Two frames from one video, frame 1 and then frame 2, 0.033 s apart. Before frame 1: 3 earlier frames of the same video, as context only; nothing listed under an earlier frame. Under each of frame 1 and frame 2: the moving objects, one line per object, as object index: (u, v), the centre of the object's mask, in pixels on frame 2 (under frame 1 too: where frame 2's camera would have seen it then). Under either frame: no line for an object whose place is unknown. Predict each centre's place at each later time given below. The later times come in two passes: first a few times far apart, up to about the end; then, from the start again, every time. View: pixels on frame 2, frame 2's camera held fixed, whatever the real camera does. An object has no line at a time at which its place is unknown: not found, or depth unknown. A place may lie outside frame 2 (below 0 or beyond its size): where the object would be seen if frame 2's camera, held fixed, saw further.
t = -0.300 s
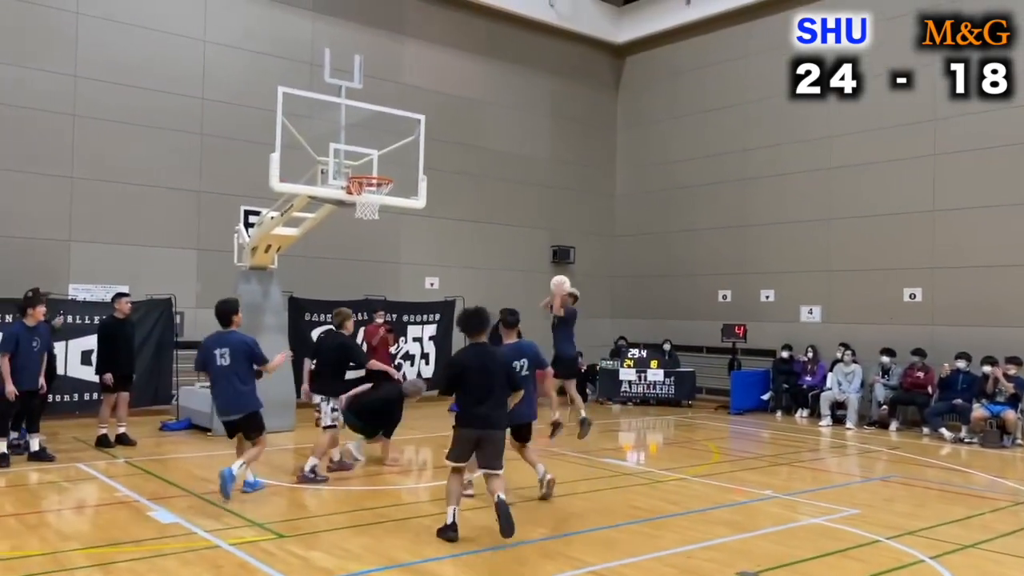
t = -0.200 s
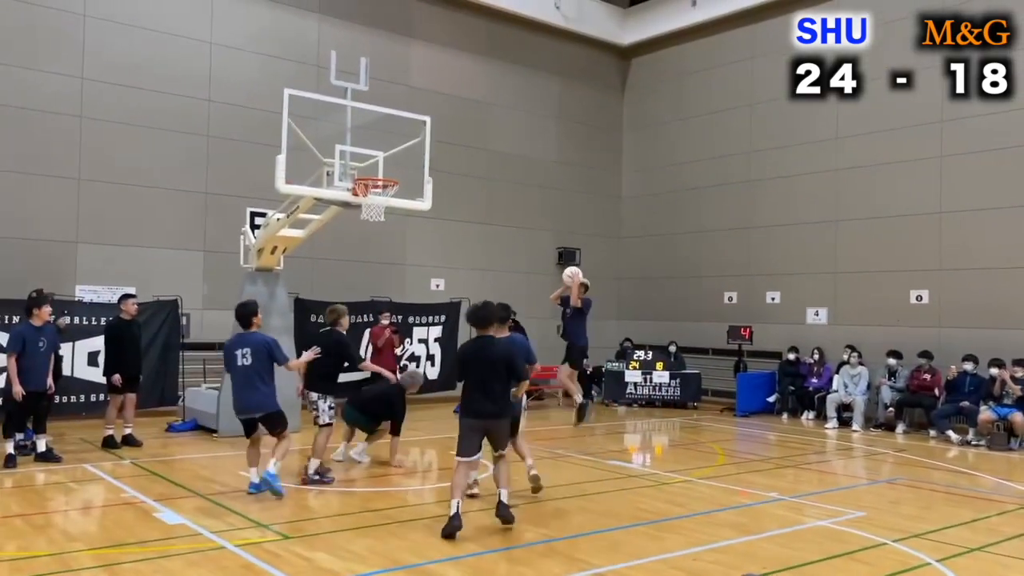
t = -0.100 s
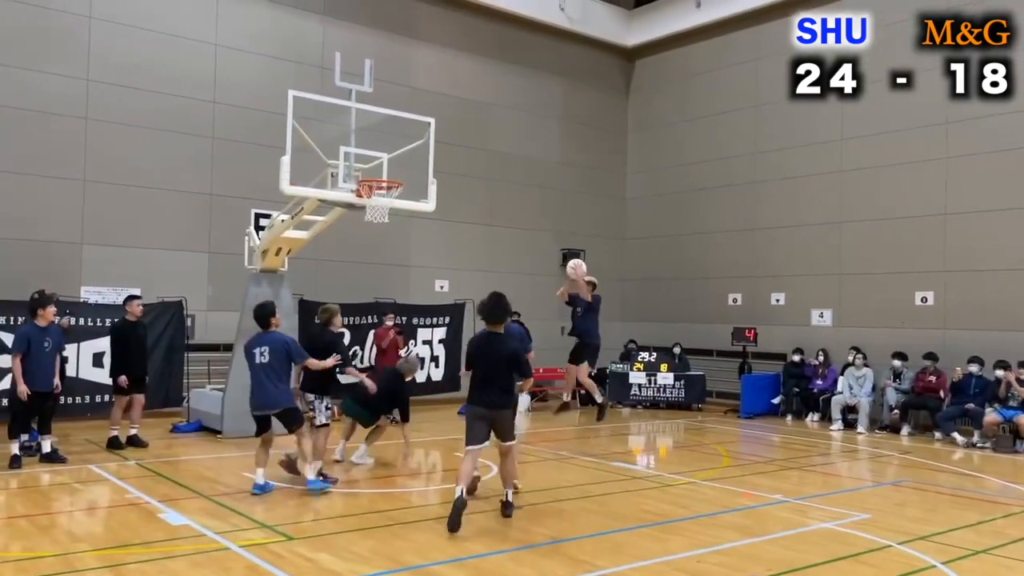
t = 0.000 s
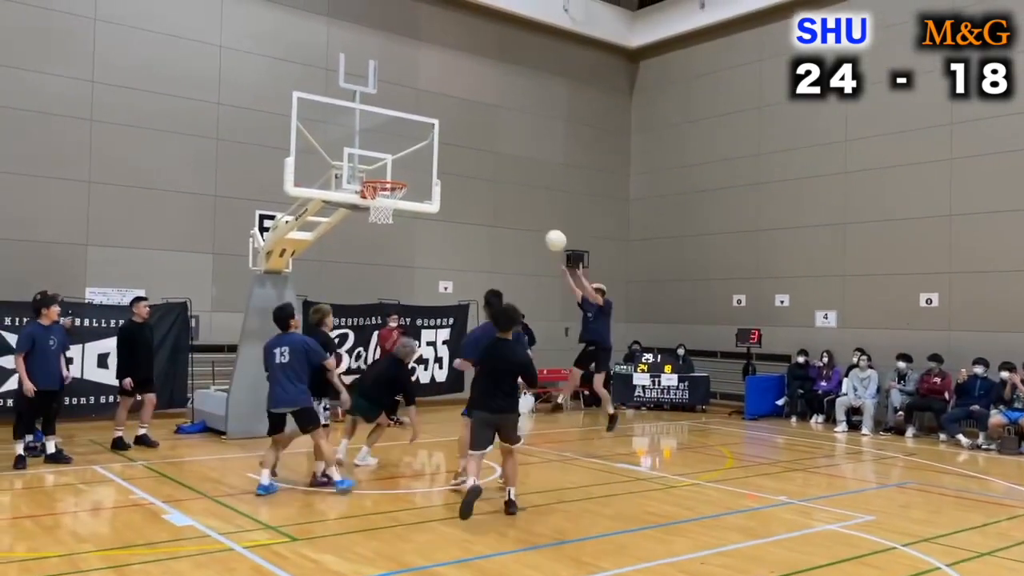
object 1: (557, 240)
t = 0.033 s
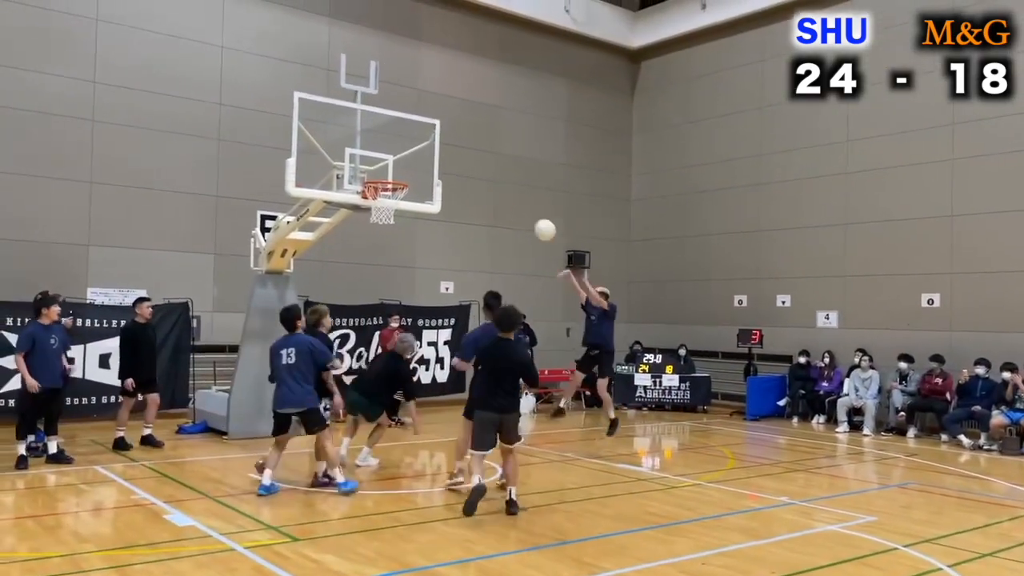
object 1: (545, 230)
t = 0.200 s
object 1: (484, 189)
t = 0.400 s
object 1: (425, 169)
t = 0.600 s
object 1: (415, 173)
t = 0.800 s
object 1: (435, 164)
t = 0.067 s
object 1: (533, 220)
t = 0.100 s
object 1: (521, 211)
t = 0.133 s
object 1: (509, 202)
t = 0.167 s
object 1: (497, 195)
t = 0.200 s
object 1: (484, 189)
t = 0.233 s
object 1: (472, 183)
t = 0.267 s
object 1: (460, 178)
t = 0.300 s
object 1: (448, 174)
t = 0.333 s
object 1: (435, 171)
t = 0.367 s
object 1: (427, 170)
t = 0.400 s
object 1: (425, 169)
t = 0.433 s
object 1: (422, 169)
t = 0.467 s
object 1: (419, 170)
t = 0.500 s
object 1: (416, 173)
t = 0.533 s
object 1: (414, 175)
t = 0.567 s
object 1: (412, 176)
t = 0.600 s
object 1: (415, 173)
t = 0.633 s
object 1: (418, 169)
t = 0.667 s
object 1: (421, 166)
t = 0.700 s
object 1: (424, 163)
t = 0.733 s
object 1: (428, 163)
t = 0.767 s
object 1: (432, 162)
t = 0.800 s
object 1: (435, 164)
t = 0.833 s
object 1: (438, 166)
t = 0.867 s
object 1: (442, 169)
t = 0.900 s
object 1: (445, 173)
